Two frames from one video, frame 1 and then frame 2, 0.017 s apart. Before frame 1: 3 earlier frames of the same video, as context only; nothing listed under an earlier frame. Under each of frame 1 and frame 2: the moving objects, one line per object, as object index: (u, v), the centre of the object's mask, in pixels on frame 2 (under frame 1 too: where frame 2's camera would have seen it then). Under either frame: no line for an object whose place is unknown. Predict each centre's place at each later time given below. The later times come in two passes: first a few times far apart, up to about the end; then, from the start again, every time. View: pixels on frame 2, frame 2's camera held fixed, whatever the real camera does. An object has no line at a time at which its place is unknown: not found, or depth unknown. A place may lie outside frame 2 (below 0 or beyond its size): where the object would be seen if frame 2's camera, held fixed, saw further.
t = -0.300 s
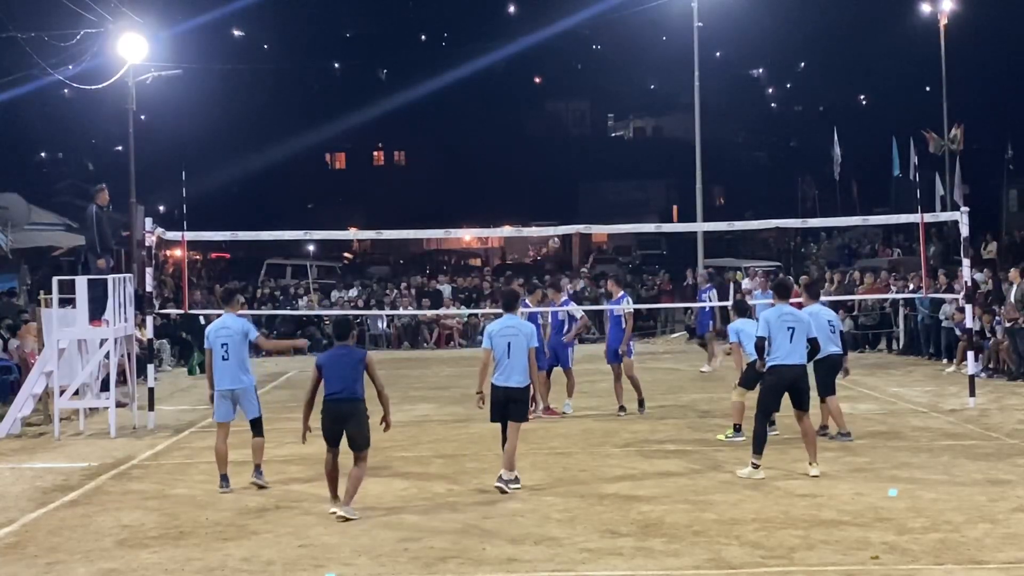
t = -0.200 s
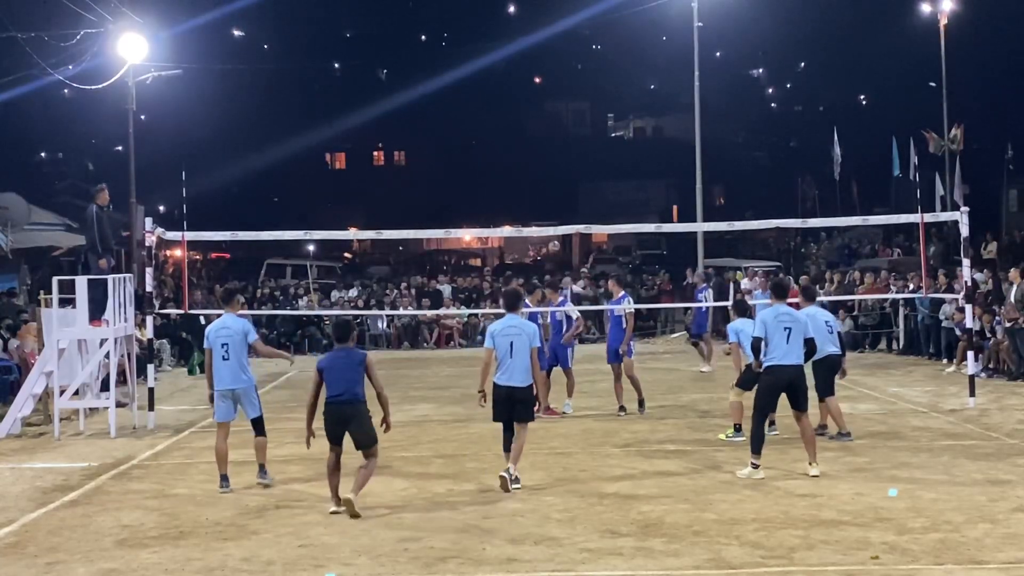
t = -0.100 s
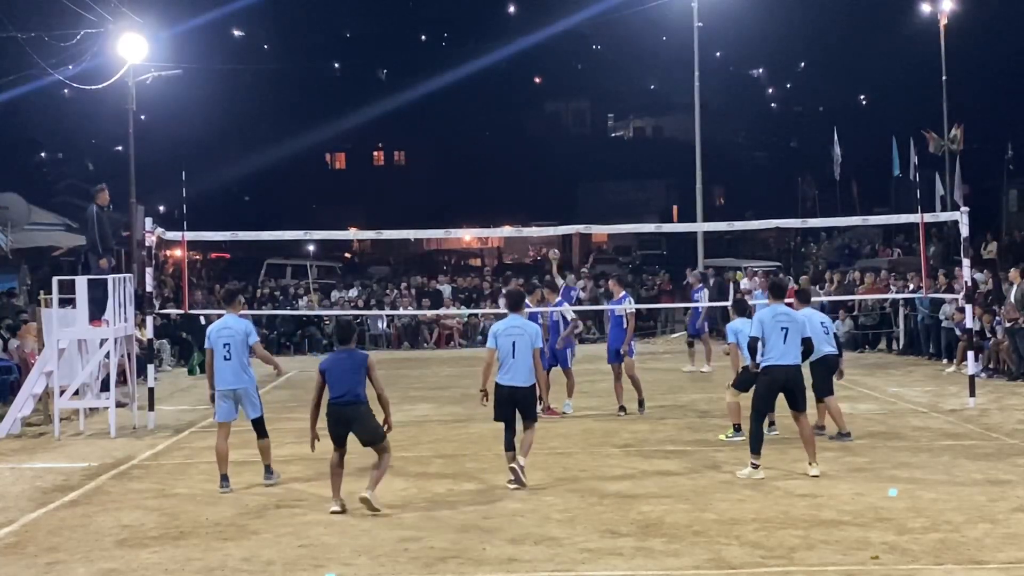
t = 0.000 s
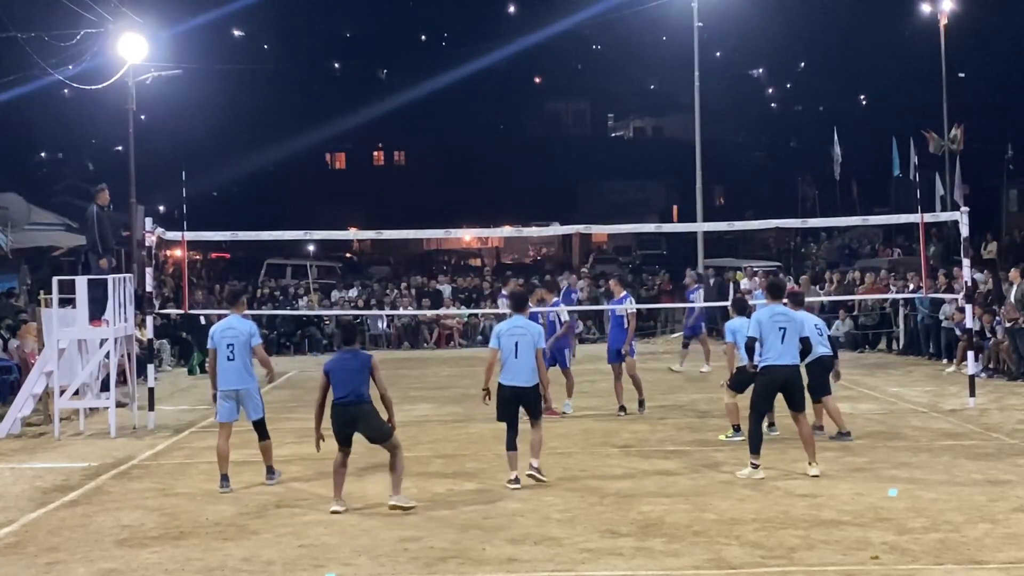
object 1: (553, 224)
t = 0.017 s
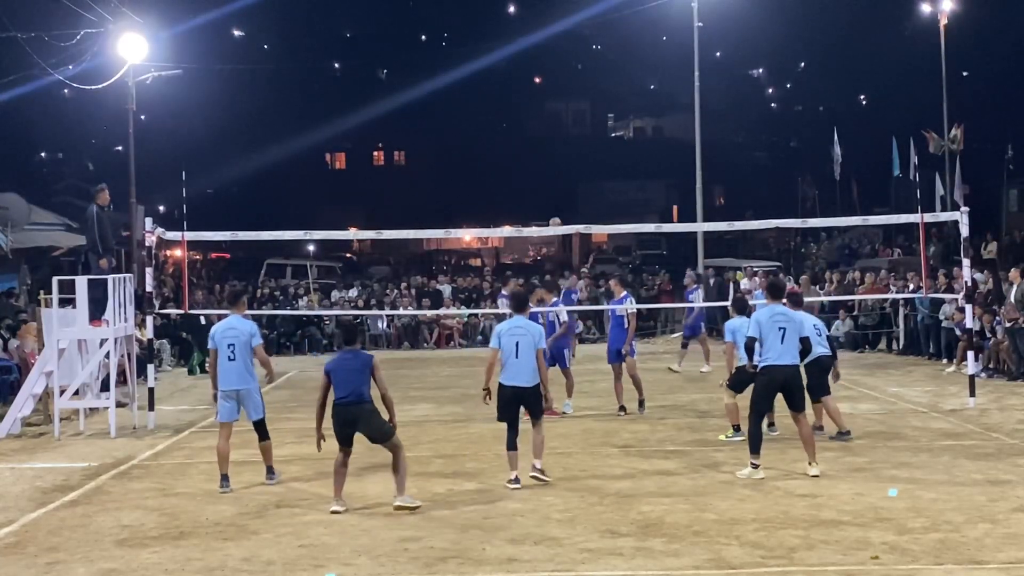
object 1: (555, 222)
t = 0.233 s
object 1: (556, 171)
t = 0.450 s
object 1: (561, 146)
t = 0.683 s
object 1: (572, 161)
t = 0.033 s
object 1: (555, 219)
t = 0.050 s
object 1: (555, 214)
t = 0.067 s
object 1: (555, 209)
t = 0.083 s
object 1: (555, 205)
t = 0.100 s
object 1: (555, 200)
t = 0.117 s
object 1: (555, 196)
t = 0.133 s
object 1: (555, 192)
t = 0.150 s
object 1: (555, 188)
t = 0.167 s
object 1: (555, 184)
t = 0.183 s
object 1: (555, 181)
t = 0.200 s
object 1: (555, 177)
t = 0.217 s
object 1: (556, 174)
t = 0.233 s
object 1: (556, 171)
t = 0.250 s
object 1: (556, 168)
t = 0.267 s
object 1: (557, 165)
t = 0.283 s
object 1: (557, 162)
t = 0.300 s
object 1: (557, 160)
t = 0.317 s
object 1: (558, 157)
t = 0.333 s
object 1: (558, 155)
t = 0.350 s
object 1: (559, 153)
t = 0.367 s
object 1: (559, 152)
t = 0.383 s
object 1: (560, 150)
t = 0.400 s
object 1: (560, 149)
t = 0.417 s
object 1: (561, 147)
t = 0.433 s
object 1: (561, 146)
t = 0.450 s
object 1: (561, 146)
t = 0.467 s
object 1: (562, 145)
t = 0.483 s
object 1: (562, 145)
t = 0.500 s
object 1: (563, 145)
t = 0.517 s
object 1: (564, 145)
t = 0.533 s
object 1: (564, 145)
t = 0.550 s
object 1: (565, 146)
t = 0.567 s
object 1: (565, 147)
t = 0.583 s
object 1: (566, 148)
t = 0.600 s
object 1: (567, 150)
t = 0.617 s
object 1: (568, 151)
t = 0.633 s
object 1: (568, 153)
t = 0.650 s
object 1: (569, 156)
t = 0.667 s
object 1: (571, 158)
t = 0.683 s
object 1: (572, 161)
